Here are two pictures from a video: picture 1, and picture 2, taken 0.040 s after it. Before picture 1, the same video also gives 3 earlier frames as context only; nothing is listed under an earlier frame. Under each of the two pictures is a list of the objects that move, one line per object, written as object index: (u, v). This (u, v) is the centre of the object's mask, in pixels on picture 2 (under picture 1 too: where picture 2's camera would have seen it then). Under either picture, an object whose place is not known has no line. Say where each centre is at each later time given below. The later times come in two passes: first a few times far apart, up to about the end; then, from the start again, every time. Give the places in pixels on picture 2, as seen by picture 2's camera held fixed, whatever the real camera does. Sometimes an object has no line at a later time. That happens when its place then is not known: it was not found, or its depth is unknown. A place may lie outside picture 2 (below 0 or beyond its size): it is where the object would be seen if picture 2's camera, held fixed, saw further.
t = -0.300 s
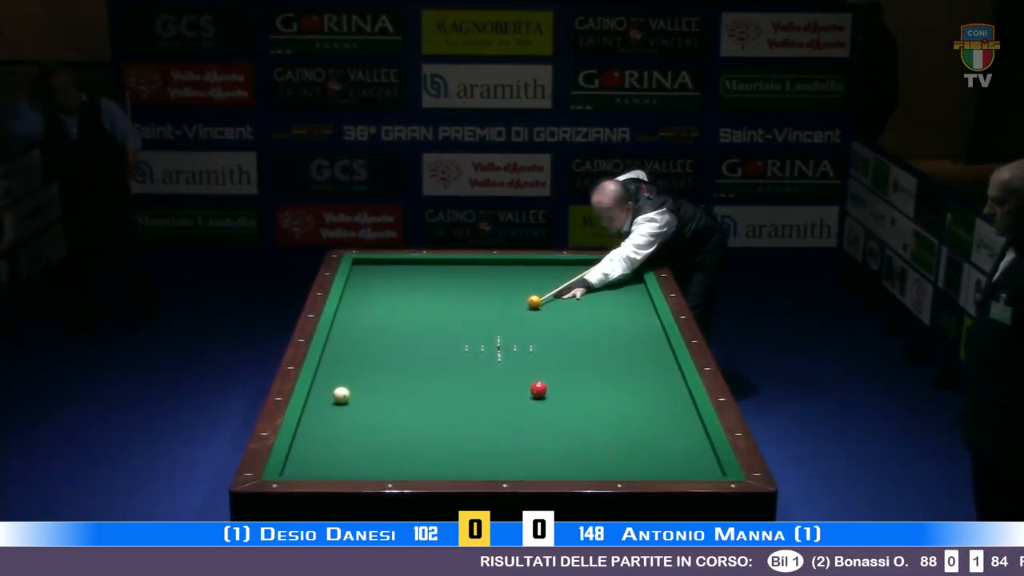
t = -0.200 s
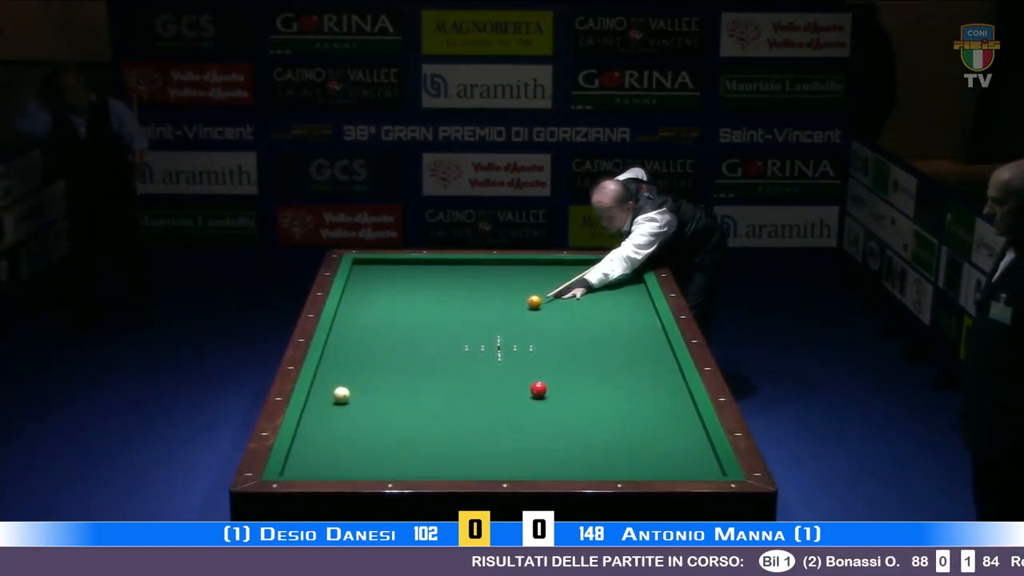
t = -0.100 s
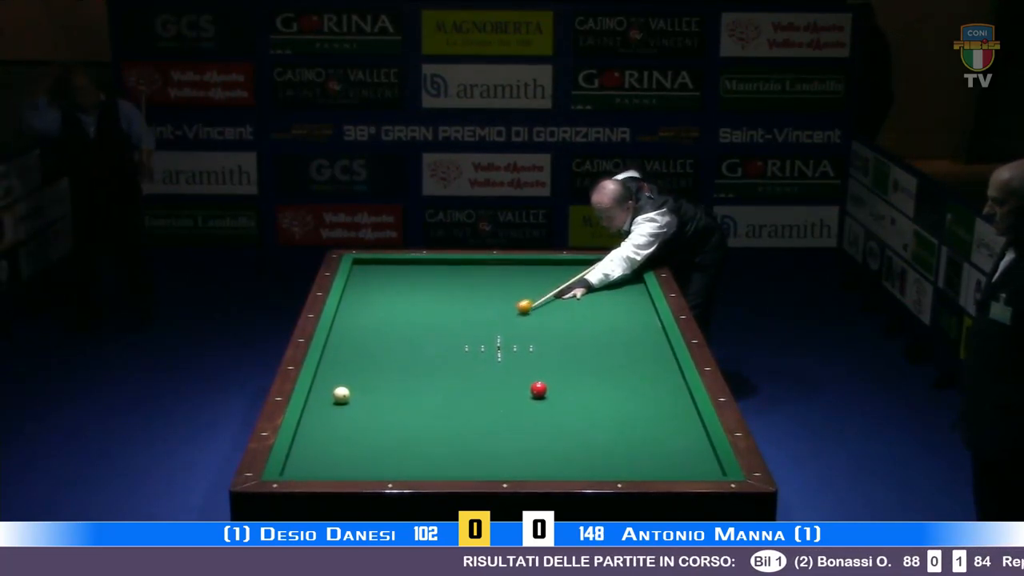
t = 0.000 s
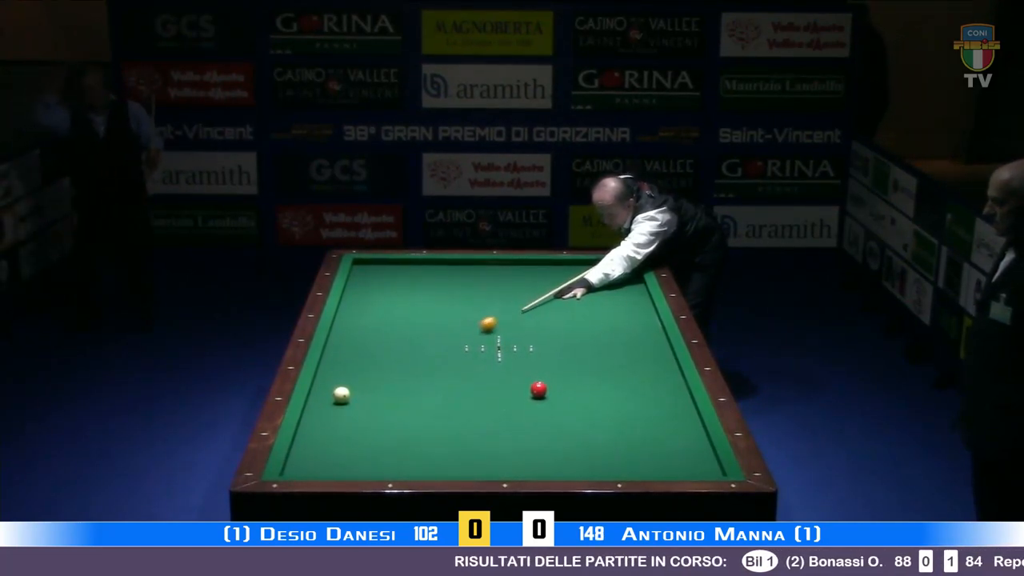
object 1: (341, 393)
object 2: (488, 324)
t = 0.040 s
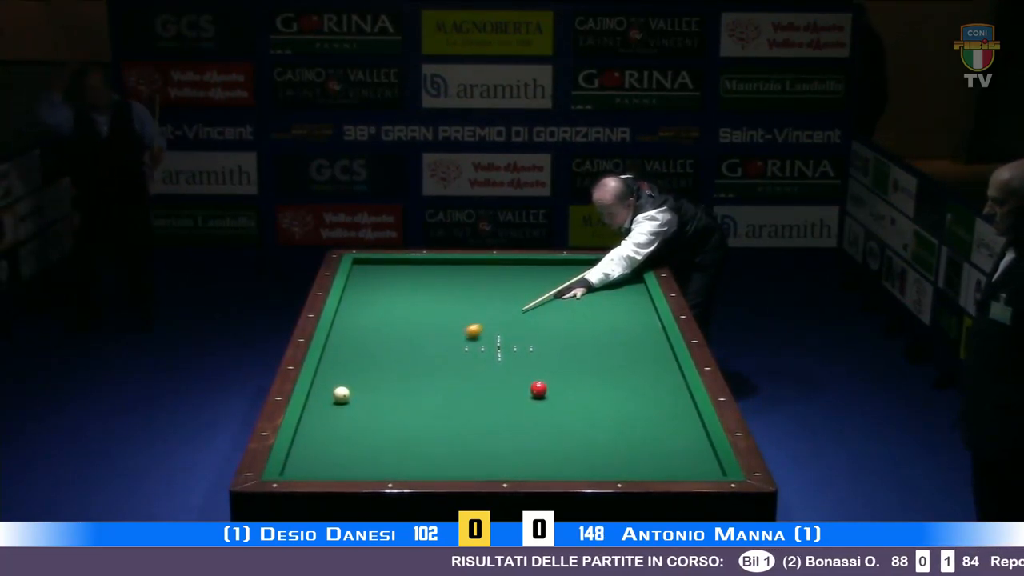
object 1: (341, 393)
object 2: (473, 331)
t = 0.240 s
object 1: (341, 393)
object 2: (398, 368)
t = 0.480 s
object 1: (324, 411)
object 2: (359, 392)
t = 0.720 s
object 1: (383, 439)
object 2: (372, 393)
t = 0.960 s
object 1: (438, 465)
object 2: (384, 394)
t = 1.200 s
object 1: (499, 460)
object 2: (396, 395)
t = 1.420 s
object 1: (552, 447)
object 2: (406, 397)
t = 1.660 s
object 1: (606, 433)
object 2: (417, 398)
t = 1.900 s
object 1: (656, 420)
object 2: (427, 399)
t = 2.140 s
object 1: (680, 407)
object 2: (436, 399)
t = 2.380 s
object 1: (644, 394)
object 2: (445, 400)
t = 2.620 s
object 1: (613, 382)
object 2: (453, 400)
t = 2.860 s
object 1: (583, 370)
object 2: (460, 401)
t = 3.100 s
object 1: (555, 360)
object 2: (467, 402)
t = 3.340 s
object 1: (529, 349)
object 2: (473, 402)
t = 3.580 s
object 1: (504, 340)
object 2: (479, 403)
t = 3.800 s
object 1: (483, 332)
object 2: (484, 403)
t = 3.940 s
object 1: (470, 327)
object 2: (486, 403)
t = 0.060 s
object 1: (341, 393)
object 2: (466, 335)
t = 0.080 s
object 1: (341, 393)
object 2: (459, 339)
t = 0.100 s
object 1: (341, 393)
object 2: (451, 342)
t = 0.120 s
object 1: (341, 393)
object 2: (444, 346)
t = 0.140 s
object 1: (341, 393)
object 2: (436, 350)
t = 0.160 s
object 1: (341, 393)
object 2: (429, 354)
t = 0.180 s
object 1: (341, 393)
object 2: (421, 357)
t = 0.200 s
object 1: (341, 393)
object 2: (413, 361)
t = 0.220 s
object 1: (341, 393)
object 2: (406, 364)
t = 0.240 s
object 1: (341, 393)
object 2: (398, 368)
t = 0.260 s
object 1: (341, 393)
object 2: (391, 372)
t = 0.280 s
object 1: (341, 393)
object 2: (383, 375)
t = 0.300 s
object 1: (341, 393)
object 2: (375, 379)
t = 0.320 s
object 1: (341, 393)
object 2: (368, 383)
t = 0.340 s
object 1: (341, 393)
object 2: (360, 386)
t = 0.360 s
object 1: (340, 394)
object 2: (355, 390)
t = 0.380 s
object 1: (332, 397)
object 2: (354, 391)
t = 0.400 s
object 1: (323, 400)
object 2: (355, 392)
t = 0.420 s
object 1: (314, 403)
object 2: (356, 392)
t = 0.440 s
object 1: (313, 406)
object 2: (357, 392)
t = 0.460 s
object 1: (318, 409)
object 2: (358, 392)
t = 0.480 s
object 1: (324, 411)
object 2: (359, 392)
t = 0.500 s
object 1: (330, 414)
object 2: (361, 392)
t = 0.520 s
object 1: (335, 416)
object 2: (362, 392)
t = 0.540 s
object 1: (340, 418)
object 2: (363, 393)
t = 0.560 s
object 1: (346, 421)
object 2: (364, 393)
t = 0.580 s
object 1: (351, 423)
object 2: (365, 393)
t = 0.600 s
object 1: (355, 425)
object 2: (366, 393)
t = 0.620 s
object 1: (360, 428)
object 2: (367, 393)
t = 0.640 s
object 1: (365, 430)
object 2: (368, 393)
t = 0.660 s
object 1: (370, 432)
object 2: (369, 393)
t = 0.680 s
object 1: (374, 434)
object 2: (370, 393)
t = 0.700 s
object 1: (378, 436)
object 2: (371, 393)
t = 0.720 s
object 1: (383, 439)
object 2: (372, 393)
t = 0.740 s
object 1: (388, 441)
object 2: (373, 393)
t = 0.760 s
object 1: (392, 443)
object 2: (374, 394)
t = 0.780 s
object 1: (397, 445)
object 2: (376, 394)
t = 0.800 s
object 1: (401, 447)
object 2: (376, 394)
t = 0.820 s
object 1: (405, 450)
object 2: (378, 394)
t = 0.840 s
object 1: (410, 452)
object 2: (379, 394)
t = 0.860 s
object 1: (414, 454)
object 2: (379, 394)
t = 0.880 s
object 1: (420, 456)
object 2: (381, 394)
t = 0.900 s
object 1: (424, 458)
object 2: (381, 394)
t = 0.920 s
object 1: (429, 461)
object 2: (383, 394)
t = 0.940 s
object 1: (433, 463)
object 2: (384, 394)
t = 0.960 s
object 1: (438, 465)
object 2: (384, 394)
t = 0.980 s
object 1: (443, 466)
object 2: (386, 395)
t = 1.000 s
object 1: (447, 468)
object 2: (386, 395)
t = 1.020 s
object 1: (452, 470)
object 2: (387, 395)
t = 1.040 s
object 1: (457, 470)
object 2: (388, 395)
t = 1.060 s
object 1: (463, 469)
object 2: (389, 395)
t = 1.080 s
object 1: (469, 468)
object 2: (391, 395)
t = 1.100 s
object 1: (474, 467)
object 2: (391, 395)
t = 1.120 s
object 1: (479, 465)
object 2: (392, 396)
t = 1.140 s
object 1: (484, 463)
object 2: (393, 395)
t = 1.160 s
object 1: (489, 462)
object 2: (394, 395)
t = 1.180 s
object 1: (494, 461)
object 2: (395, 396)
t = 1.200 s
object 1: (499, 460)
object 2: (396, 395)
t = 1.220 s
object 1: (504, 459)
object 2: (397, 396)
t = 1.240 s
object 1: (509, 458)
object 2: (398, 396)
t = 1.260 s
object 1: (514, 456)
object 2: (399, 396)
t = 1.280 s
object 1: (518, 455)
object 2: (400, 396)
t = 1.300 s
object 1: (523, 454)
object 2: (401, 396)
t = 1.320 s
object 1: (528, 453)
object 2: (402, 396)
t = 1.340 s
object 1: (533, 452)
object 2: (403, 396)
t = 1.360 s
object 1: (538, 451)
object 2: (404, 396)
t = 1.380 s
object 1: (542, 450)
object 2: (404, 396)
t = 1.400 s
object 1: (547, 448)
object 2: (405, 397)
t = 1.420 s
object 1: (552, 447)
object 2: (406, 397)
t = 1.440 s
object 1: (556, 446)
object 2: (407, 396)
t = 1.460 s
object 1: (561, 445)
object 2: (408, 397)
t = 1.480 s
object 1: (566, 444)
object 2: (409, 397)
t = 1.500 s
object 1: (570, 443)
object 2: (410, 397)
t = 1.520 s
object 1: (575, 441)
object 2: (411, 397)
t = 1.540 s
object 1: (579, 440)
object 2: (412, 397)
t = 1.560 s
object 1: (584, 439)
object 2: (413, 397)
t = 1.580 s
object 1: (588, 438)
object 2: (413, 397)
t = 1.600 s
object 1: (593, 436)
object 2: (414, 397)
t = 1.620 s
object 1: (597, 435)
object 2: (415, 398)
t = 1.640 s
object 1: (601, 434)
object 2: (416, 397)
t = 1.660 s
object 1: (606, 433)
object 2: (417, 398)
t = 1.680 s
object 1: (610, 432)
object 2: (418, 398)
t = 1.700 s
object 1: (615, 431)
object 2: (419, 398)
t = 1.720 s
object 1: (619, 430)
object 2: (419, 398)
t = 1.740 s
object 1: (623, 428)
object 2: (420, 398)
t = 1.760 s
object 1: (627, 427)
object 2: (421, 398)
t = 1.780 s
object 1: (632, 427)
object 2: (422, 398)
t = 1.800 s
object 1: (636, 426)
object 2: (423, 398)
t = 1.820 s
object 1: (640, 424)
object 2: (424, 398)
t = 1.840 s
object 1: (644, 423)
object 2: (425, 398)
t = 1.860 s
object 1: (648, 422)
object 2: (425, 398)
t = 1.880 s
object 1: (652, 421)
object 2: (426, 398)
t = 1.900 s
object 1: (656, 420)
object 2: (427, 399)
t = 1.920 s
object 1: (661, 419)
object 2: (427, 399)
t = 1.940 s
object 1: (664, 418)
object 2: (428, 399)
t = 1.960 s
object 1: (668, 417)
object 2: (429, 399)
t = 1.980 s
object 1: (673, 416)
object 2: (430, 399)
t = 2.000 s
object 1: (677, 415)
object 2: (431, 399)
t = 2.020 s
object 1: (680, 414)
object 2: (431, 399)
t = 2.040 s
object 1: (685, 412)
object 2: (432, 399)
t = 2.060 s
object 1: (688, 411)
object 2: (433, 399)
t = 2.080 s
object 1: (691, 411)
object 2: (434, 399)
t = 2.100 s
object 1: (687, 409)
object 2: (434, 399)
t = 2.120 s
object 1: (683, 408)
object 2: (435, 399)
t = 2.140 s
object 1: (680, 407)
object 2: (436, 399)
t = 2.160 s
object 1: (676, 405)
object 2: (437, 399)
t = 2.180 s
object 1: (673, 405)
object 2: (438, 399)
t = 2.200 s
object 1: (669, 404)
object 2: (438, 399)
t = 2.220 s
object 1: (667, 402)
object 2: (439, 399)
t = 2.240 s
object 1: (664, 401)
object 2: (440, 399)
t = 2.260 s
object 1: (661, 400)
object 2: (440, 399)
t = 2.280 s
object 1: (658, 399)
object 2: (441, 399)
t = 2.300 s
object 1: (655, 398)
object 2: (442, 399)
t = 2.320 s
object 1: (652, 397)
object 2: (443, 399)
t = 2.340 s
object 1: (650, 396)
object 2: (443, 400)
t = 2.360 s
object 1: (647, 395)
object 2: (444, 400)
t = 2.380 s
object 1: (644, 394)
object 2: (445, 400)
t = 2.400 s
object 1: (642, 393)
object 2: (446, 400)
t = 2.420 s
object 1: (639, 392)
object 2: (446, 400)
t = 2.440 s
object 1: (637, 391)
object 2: (447, 400)
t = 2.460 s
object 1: (633, 389)
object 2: (447, 400)
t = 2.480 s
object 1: (631, 388)
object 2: (448, 400)
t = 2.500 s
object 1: (628, 387)
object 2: (449, 400)
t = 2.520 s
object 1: (626, 387)
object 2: (449, 400)
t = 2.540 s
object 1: (623, 386)
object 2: (450, 400)
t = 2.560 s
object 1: (620, 384)
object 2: (451, 400)
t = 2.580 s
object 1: (618, 384)
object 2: (451, 400)
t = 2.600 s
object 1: (615, 382)
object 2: (452, 400)
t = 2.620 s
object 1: (613, 382)
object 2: (453, 400)
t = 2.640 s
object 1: (610, 381)
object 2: (453, 401)
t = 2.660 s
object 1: (608, 380)
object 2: (454, 400)
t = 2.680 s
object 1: (605, 379)
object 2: (455, 401)
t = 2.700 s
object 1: (603, 377)
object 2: (455, 400)
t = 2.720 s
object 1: (600, 377)
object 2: (456, 401)
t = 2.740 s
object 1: (598, 376)
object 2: (457, 401)
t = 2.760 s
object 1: (595, 375)
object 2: (457, 401)
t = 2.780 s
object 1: (593, 374)
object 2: (458, 401)
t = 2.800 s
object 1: (590, 373)
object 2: (459, 401)
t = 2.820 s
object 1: (588, 372)
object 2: (459, 401)
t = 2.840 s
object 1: (586, 371)
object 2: (460, 401)
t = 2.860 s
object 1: (583, 370)
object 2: (460, 401)
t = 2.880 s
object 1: (581, 369)
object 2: (461, 401)
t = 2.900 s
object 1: (578, 369)
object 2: (462, 401)
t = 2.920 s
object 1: (576, 367)
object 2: (462, 401)
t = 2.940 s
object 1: (573, 367)
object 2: (463, 401)
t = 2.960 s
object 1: (571, 366)
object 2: (464, 401)
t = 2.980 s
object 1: (569, 365)
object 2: (464, 402)
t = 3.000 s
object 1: (566, 364)
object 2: (464, 402)
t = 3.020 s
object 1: (564, 363)
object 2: (465, 401)
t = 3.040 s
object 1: (562, 362)
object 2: (465, 402)
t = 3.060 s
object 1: (560, 361)
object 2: (466, 402)
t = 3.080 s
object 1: (557, 360)
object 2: (466, 402)
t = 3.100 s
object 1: (555, 360)
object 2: (467, 402)
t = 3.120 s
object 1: (553, 359)
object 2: (468, 402)
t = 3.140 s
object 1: (551, 358)
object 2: (468, 402)
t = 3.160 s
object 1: (549, 357)
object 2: (469, 402)
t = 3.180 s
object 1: (546, 356)
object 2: (469, 402)
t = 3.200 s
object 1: (544, 355)
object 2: (470, 402)
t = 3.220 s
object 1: (542, 354)
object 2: (470, 402)
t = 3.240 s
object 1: (540, 354)
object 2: (471, 402)
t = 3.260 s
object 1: (538, 353)
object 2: (471, 402)
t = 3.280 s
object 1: (535, 352)
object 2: (472, 402)
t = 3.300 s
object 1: (533, 351)
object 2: (472, 403)
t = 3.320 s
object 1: (531, 350)
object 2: (473, 402)
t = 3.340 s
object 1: (529, 349)
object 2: (473, 402)
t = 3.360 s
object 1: (527, 348)
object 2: (474, 402)
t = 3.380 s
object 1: (525, 348)
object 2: (474, 402)
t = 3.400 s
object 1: (523, 347)
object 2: (475, 402)
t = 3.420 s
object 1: (520, 346)
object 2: (475, 403)
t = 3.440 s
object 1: (518, 345)
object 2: (476, 403)
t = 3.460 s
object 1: (516, 345)
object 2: (476, 403)
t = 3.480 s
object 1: (514, 344)
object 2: (477, 403)
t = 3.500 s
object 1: (512, 343)
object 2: (477, 403)
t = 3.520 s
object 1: (510, 342)
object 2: (478, 403)
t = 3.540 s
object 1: (508, 341)
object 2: (478, 403)
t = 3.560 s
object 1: (506, 340)
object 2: (479, 403)
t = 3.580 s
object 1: (504, 340)
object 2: (479, 403)
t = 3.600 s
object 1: (503, 339)
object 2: (479, 403)
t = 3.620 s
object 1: (500, 338)
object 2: (480, 403)
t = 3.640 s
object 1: (498, 338)
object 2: (480, 403)
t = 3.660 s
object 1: (496, 337)
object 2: (481, 403)
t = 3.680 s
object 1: (494, 336)
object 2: (481, 403)
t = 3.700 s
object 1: (492, 336)
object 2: (482, 403)
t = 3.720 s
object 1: (490, 335)
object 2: (482, 403)
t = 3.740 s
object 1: (488, 334)
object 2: (482, 403)
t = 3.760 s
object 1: (487, 333)
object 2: (483, 403)
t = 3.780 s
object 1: (485, 333)
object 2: (483, 403)
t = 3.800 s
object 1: (483, 332)
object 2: (484, 403)
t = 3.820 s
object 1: (481, 331)
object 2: (484, 403)
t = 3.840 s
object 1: (479, 331)
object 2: (484, 403)
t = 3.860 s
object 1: (477, 329)
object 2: (484, 403)
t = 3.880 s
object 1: (475, 329)
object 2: (485, 403)
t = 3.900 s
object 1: (474, 328)
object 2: (485, 403)
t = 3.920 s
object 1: (472, 328)
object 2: (486, 403)
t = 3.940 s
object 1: (470, 327)
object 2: (486, 403)
